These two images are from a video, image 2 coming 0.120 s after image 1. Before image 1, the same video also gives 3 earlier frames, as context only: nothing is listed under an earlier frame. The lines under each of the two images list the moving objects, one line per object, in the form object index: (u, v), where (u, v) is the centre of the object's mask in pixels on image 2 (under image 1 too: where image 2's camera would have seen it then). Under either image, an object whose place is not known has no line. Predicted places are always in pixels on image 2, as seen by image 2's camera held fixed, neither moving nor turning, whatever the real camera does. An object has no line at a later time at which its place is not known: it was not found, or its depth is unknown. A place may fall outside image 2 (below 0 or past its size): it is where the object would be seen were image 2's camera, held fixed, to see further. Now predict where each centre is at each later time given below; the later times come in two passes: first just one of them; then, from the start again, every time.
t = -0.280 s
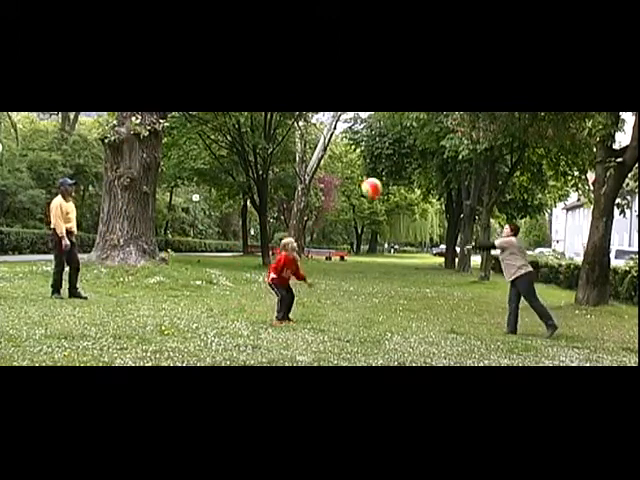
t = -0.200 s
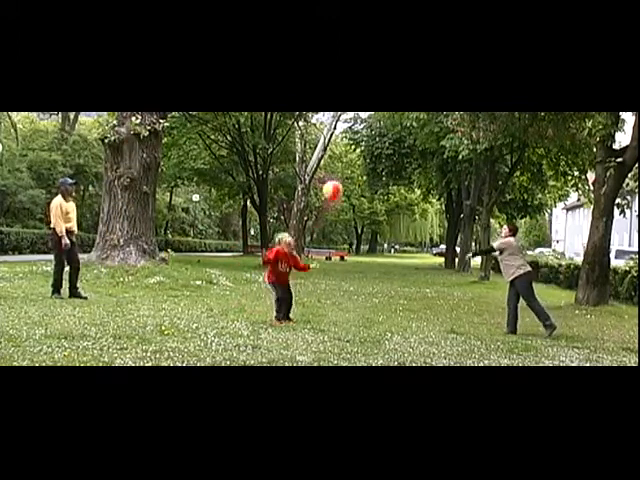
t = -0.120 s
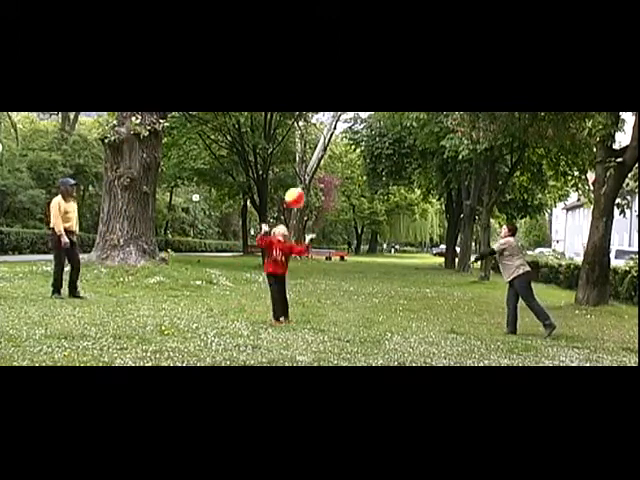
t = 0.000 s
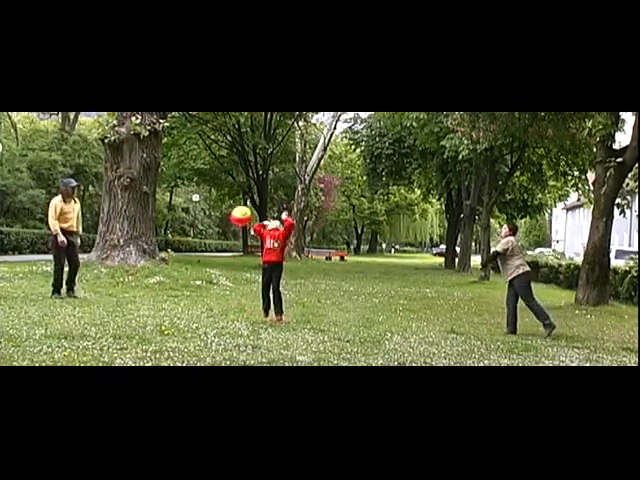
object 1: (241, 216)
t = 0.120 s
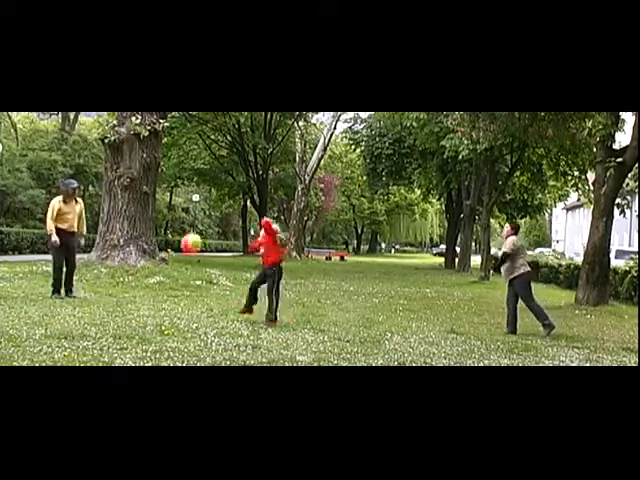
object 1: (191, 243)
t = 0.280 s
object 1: (132, 292)
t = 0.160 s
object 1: (176, 254)
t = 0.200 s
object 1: (160, 265)
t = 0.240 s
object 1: (147, 278)
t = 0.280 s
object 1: (132, 292)
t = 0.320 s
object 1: (122, 297)
